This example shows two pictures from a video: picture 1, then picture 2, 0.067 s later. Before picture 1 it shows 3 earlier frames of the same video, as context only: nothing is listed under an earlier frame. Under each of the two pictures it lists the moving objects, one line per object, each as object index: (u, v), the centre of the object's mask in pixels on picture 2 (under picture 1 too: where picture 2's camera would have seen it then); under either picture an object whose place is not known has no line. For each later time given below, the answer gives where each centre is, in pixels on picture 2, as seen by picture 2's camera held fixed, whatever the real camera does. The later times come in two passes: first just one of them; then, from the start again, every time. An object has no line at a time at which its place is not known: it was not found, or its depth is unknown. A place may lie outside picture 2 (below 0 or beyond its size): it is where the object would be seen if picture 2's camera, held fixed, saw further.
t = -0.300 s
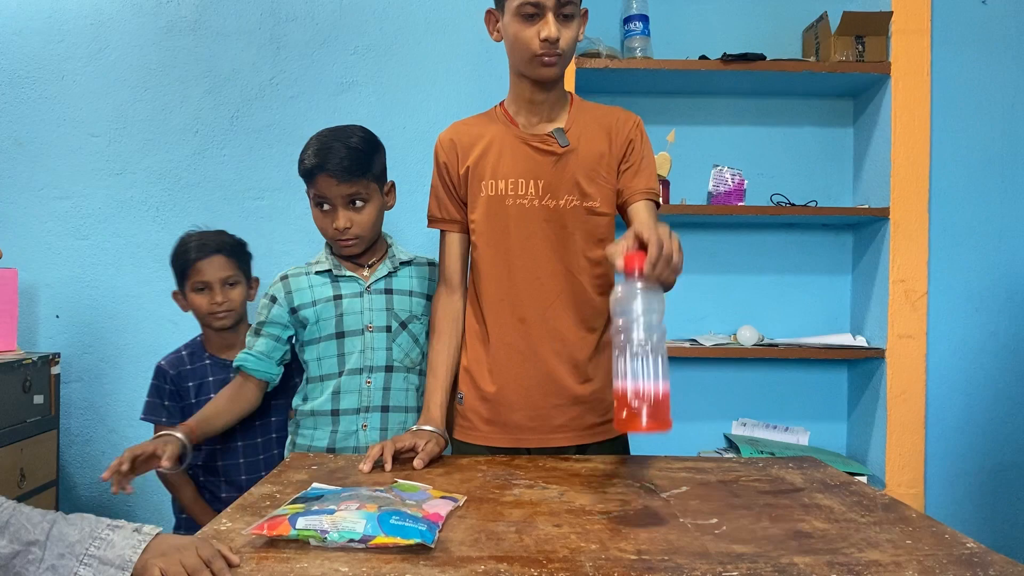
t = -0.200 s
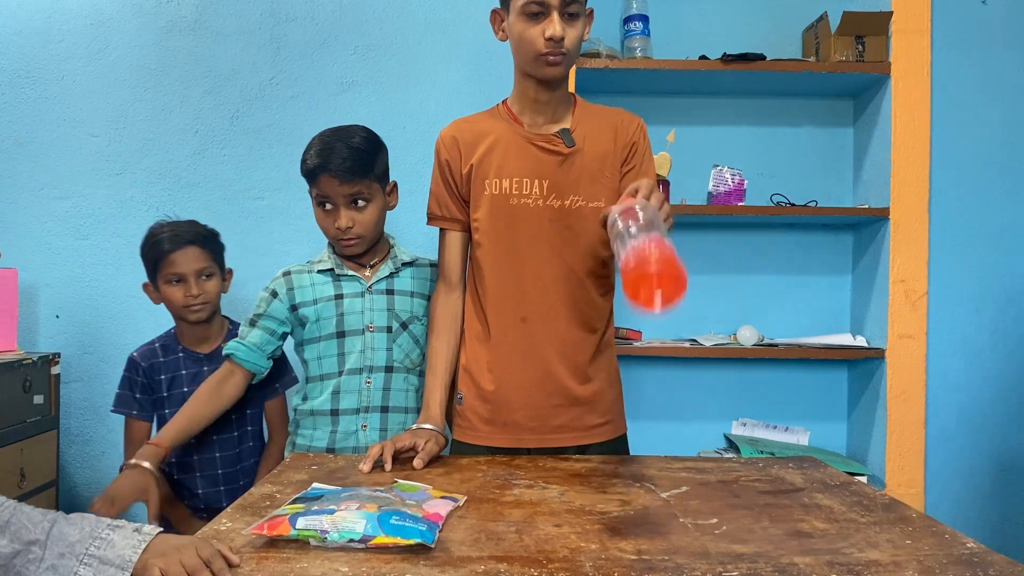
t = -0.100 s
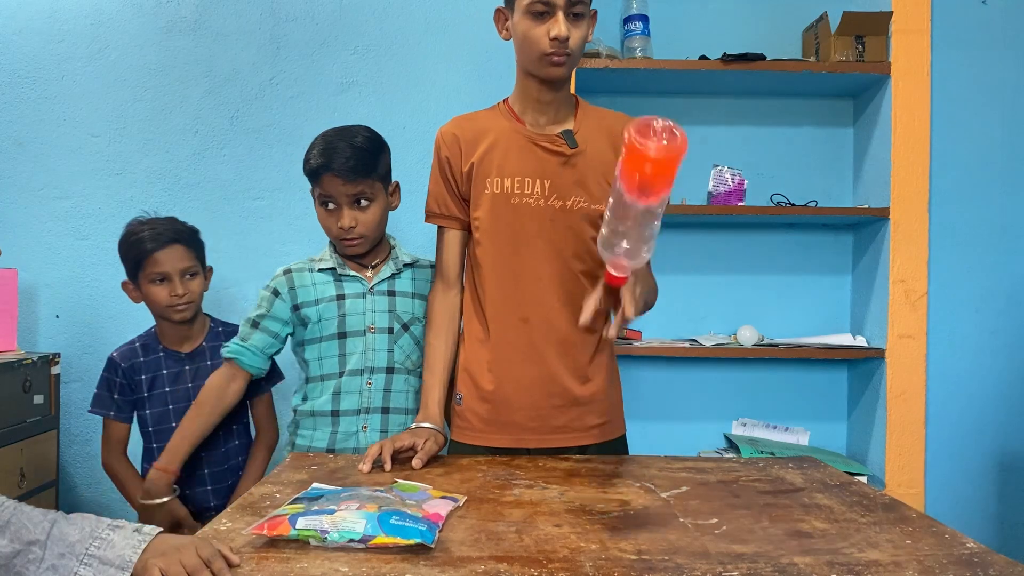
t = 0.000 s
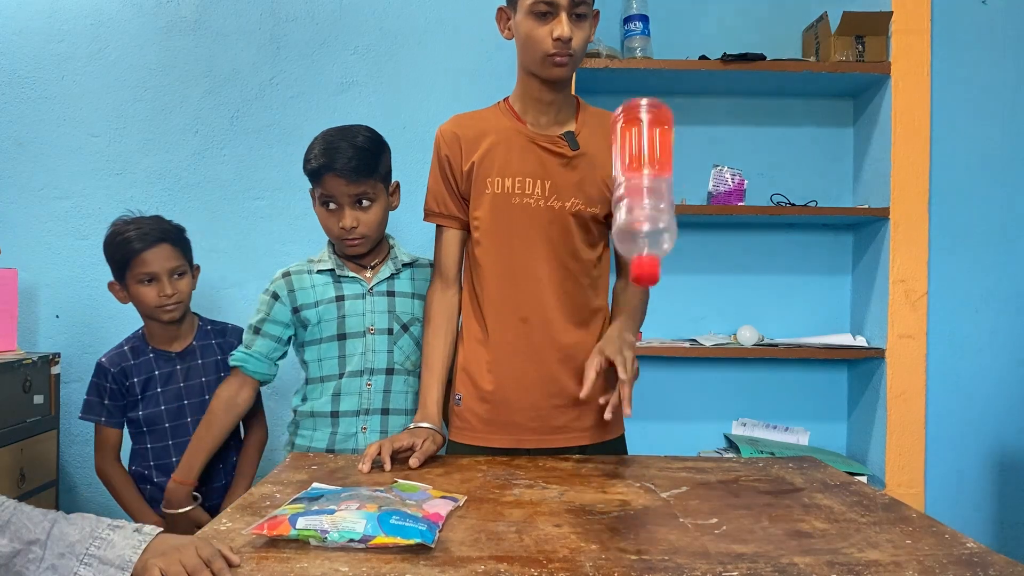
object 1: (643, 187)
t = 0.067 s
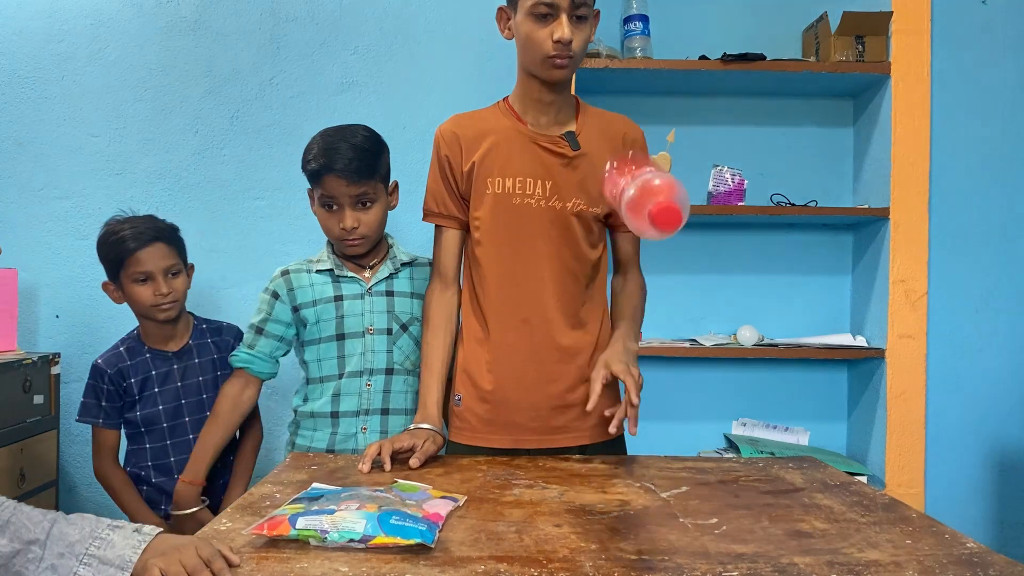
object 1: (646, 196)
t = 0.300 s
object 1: (640, 452)
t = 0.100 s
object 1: (643, 219)
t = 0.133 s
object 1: (640, 249)
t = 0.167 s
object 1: (638, 297)
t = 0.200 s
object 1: (636, 361)
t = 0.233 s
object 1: (634, 430)
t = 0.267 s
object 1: (636, 451)
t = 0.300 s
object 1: (640, 452)
